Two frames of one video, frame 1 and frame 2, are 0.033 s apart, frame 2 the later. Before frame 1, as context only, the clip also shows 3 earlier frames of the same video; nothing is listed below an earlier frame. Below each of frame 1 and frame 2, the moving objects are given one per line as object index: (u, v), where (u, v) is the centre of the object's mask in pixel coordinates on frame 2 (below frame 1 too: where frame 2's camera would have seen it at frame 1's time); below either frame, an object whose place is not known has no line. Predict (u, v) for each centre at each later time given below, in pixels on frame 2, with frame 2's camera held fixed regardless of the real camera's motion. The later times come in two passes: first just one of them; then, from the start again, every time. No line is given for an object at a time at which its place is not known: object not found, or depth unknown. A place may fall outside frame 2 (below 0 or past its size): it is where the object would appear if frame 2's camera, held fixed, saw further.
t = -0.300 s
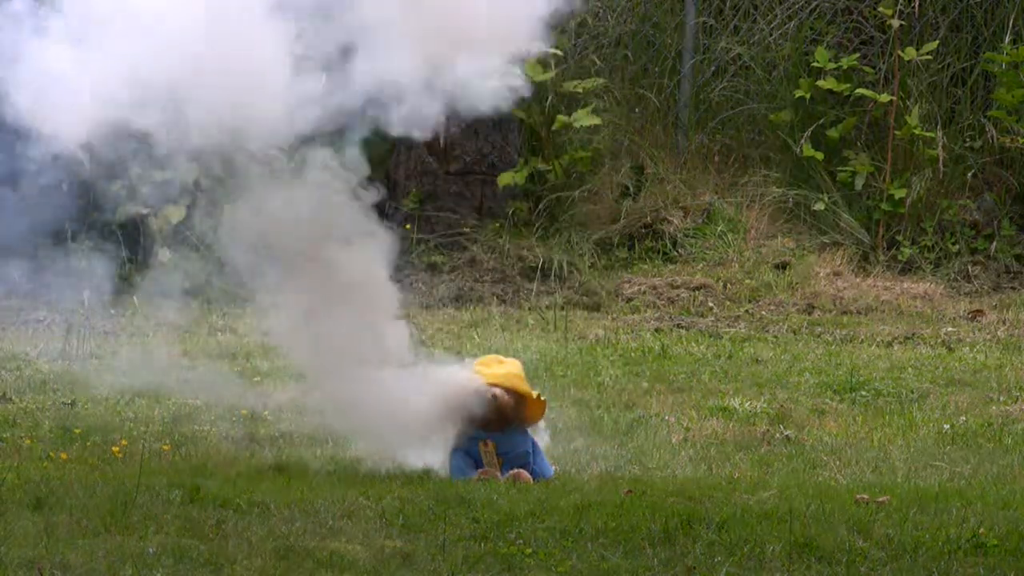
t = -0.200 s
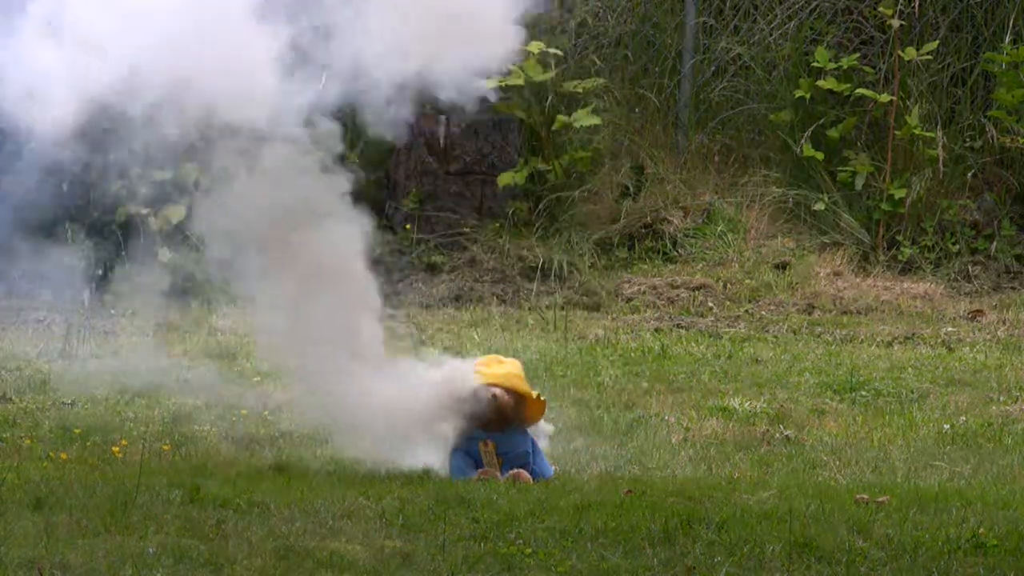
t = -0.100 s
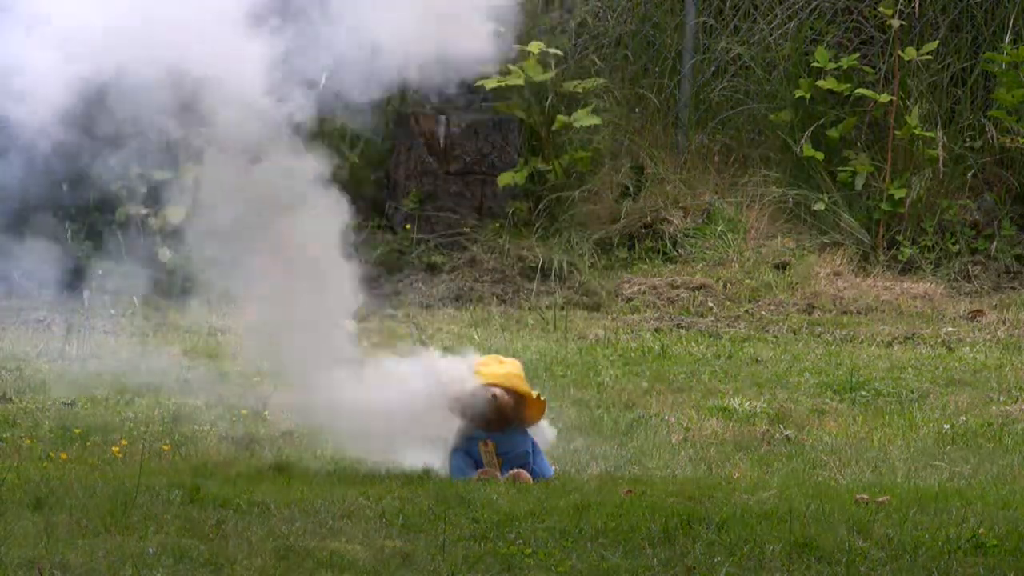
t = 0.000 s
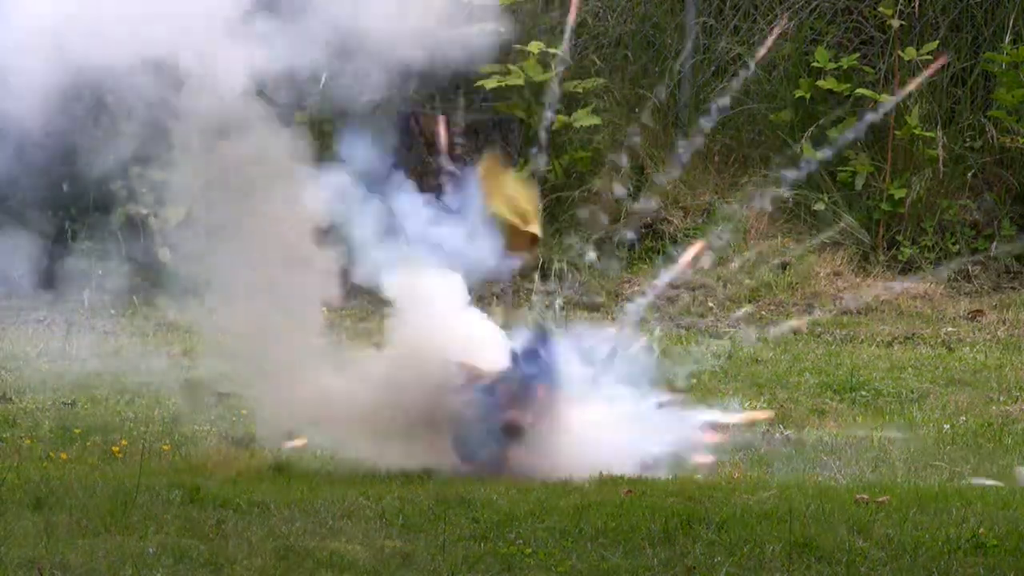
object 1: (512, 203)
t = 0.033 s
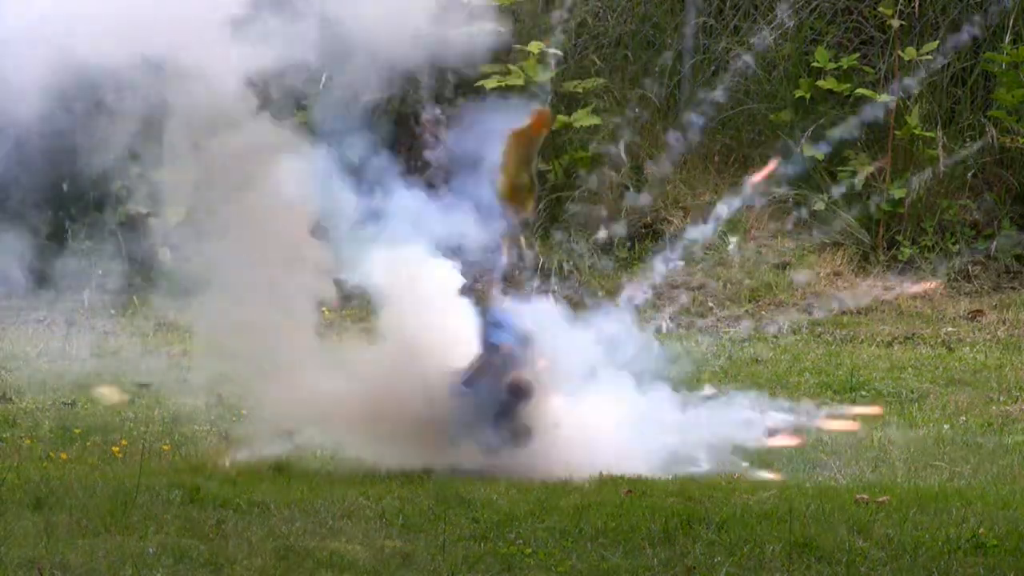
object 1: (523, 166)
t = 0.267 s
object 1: (561, 15)
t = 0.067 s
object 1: (541, 106)
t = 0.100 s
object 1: (546, 72)
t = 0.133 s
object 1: (548, 45)
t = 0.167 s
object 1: (555, 25)
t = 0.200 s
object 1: (566, 20)
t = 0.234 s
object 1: (568, 18)
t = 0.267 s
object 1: (561, 15)
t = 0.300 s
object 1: (563, 18)
